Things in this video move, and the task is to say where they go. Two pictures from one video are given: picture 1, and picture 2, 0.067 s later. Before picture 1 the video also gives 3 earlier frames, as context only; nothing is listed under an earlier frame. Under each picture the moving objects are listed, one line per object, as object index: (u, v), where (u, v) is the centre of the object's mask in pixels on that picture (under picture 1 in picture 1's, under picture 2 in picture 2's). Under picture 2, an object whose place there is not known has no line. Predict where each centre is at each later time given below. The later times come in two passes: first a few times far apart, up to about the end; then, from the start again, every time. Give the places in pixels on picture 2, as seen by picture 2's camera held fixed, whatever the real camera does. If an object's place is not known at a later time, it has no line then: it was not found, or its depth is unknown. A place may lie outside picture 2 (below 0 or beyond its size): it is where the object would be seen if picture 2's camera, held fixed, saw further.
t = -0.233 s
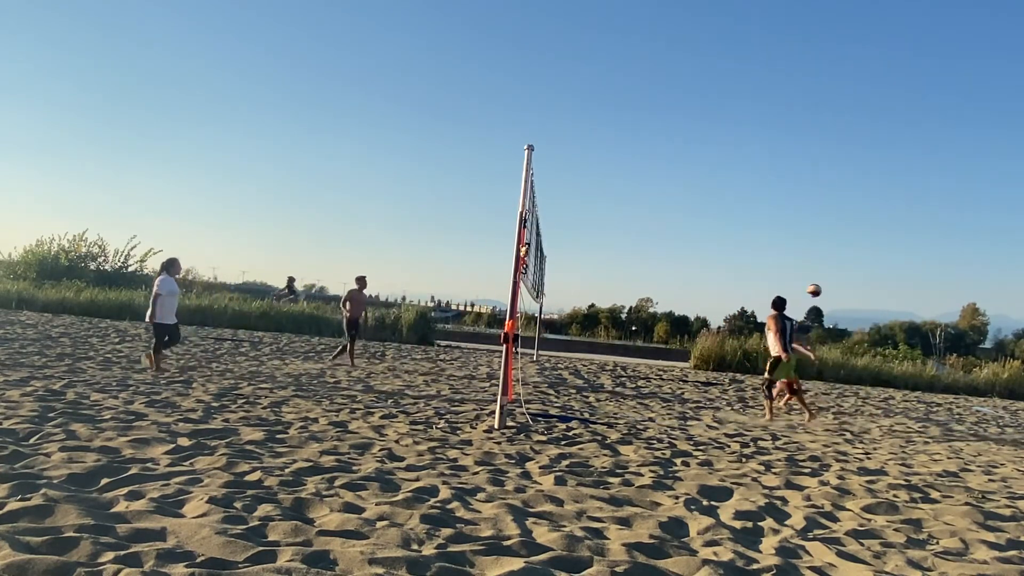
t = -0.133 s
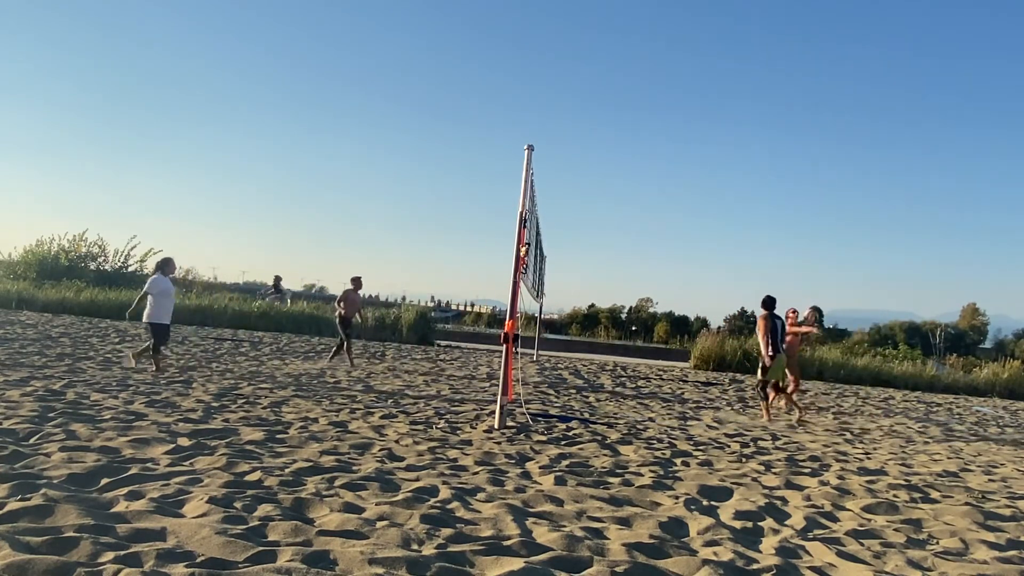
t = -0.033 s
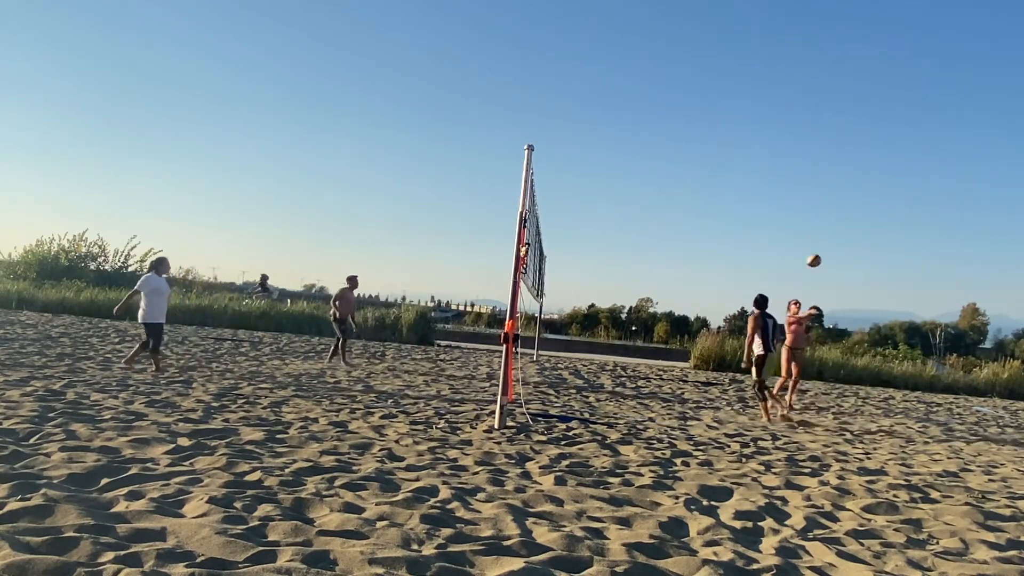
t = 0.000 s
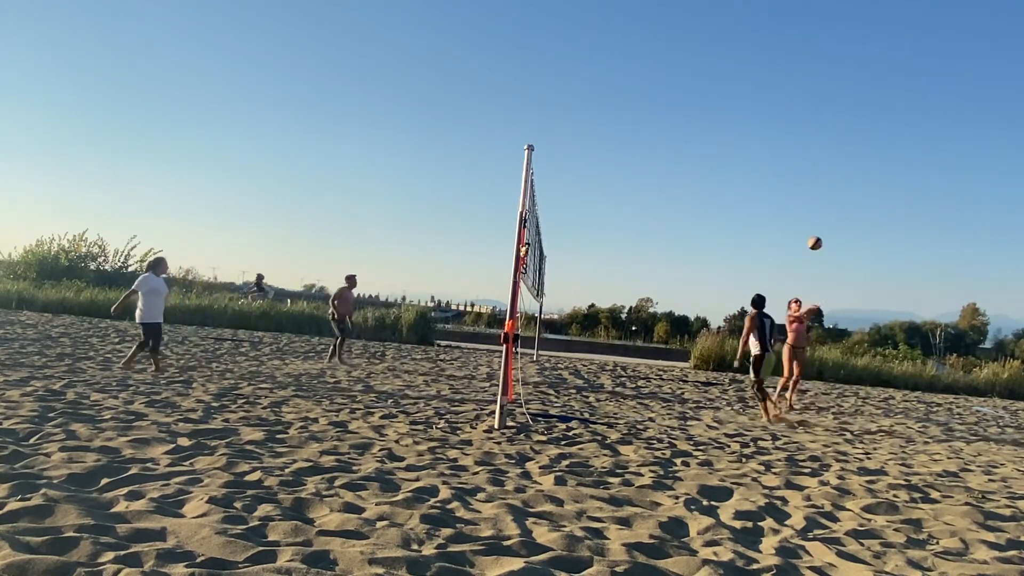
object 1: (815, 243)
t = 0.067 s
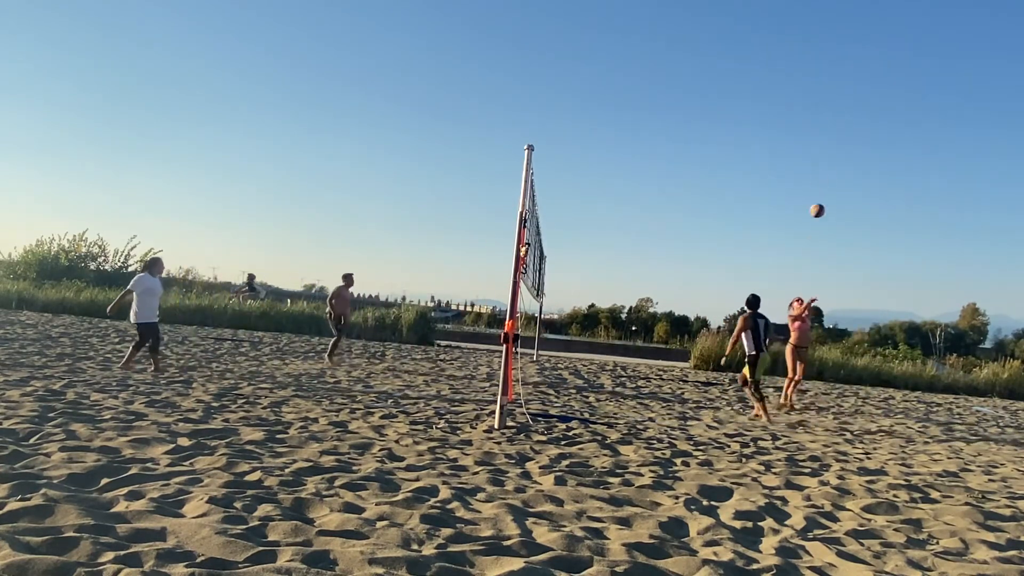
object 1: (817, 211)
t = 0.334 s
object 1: (827, 107)
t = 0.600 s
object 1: (835, 47)
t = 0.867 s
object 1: (842, 36)
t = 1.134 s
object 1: (848, 77)
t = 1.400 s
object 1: (852, 175)
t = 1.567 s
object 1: (853, 269)
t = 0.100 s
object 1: (818, 195)
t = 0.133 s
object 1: (819, 181)
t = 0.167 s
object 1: (821, 167)
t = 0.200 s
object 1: (822, 154)
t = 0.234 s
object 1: (823, 141)
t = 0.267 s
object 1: (824, 129)
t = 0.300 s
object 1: (826, 118)
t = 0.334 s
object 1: (827, 107)
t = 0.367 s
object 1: (828, 97)
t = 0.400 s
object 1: (829, 88)
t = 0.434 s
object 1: (830, 80)
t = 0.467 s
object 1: (831, 71)
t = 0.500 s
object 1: (832, 65)
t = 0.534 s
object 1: (833, 58)
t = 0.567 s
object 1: (834, 53)
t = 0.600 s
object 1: (835, 47)
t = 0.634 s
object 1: (836, 43)
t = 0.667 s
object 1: (837, 40)
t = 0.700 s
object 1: (838, 37)
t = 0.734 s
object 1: (839, 35)
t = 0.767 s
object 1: (839, 34)
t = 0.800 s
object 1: (840, 34)
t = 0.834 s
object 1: (841, 34)
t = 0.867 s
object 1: (842, 36)
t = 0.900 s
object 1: (842, 38)
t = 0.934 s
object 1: (843, 41)
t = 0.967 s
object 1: (844, 44)
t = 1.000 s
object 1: (845, 49)
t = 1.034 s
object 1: (845, 55)
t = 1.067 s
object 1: (846, 61)
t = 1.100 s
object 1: (847, 68)
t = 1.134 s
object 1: (848, 77)
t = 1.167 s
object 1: (849, 86)
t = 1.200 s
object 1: (849, 96)
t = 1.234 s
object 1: (850, 107)
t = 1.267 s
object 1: (850, 119)
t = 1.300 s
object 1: (851, 131)
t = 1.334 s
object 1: (851, 145)
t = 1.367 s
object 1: (852, 160)
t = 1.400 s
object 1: (852, 175)
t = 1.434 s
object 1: (852, 192)
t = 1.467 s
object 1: (853, 210)
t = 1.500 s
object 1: (853, 229)
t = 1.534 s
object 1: (853, 248)
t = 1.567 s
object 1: (853, 269)
